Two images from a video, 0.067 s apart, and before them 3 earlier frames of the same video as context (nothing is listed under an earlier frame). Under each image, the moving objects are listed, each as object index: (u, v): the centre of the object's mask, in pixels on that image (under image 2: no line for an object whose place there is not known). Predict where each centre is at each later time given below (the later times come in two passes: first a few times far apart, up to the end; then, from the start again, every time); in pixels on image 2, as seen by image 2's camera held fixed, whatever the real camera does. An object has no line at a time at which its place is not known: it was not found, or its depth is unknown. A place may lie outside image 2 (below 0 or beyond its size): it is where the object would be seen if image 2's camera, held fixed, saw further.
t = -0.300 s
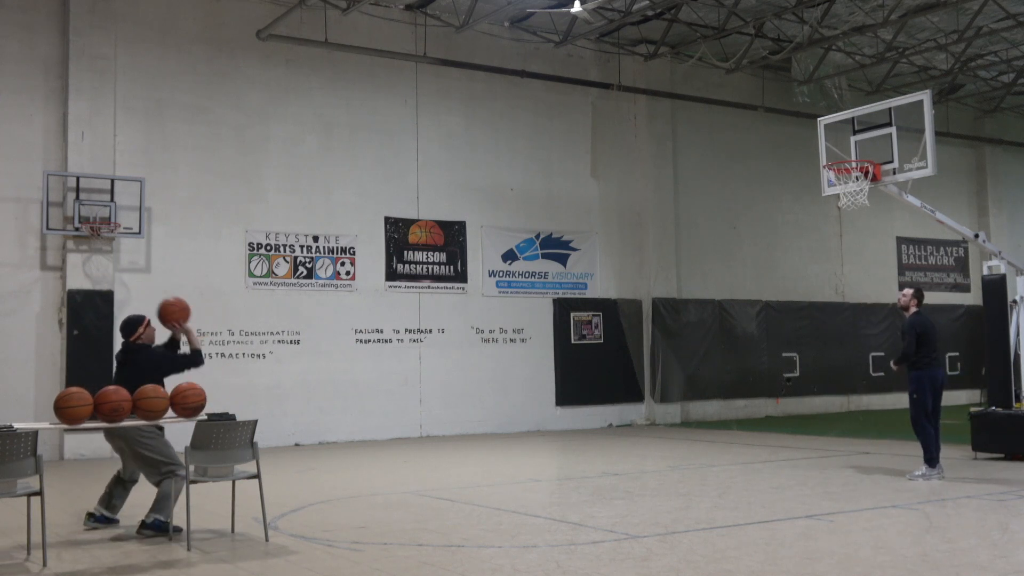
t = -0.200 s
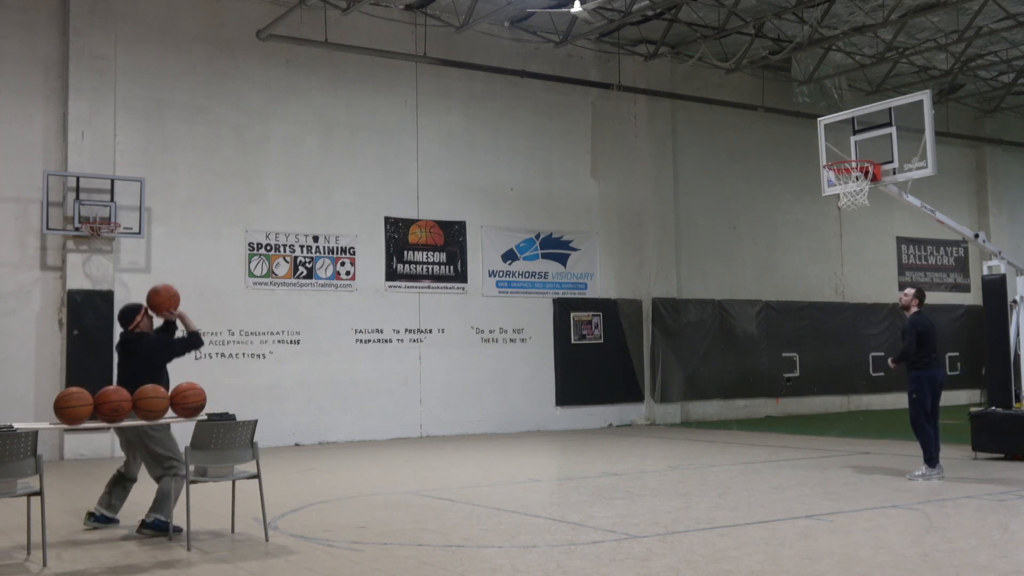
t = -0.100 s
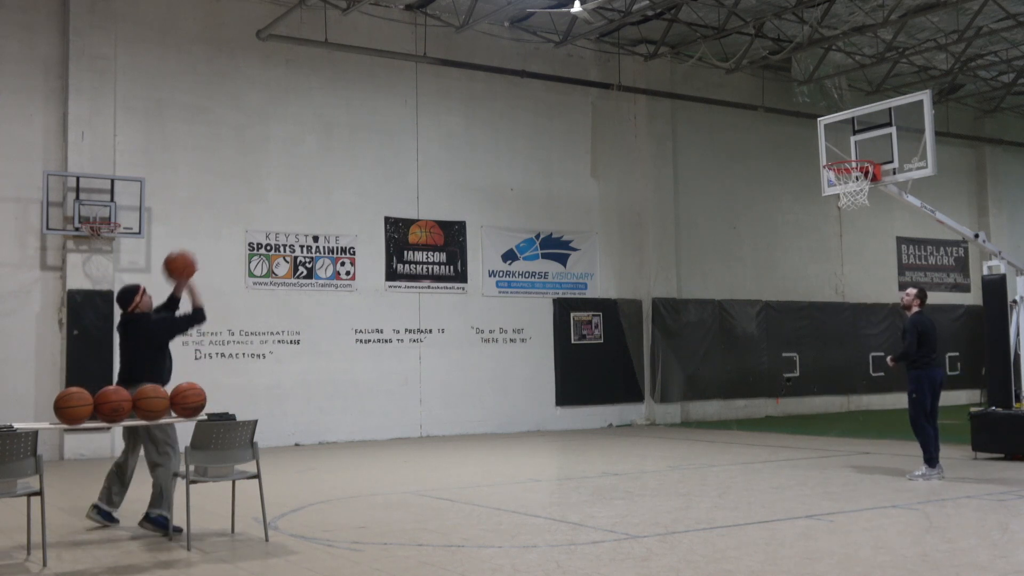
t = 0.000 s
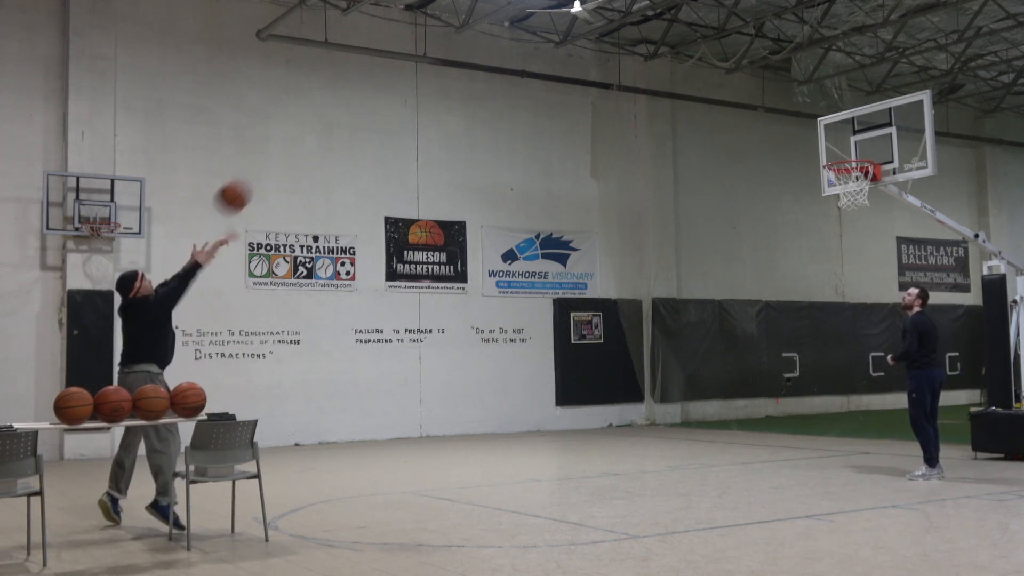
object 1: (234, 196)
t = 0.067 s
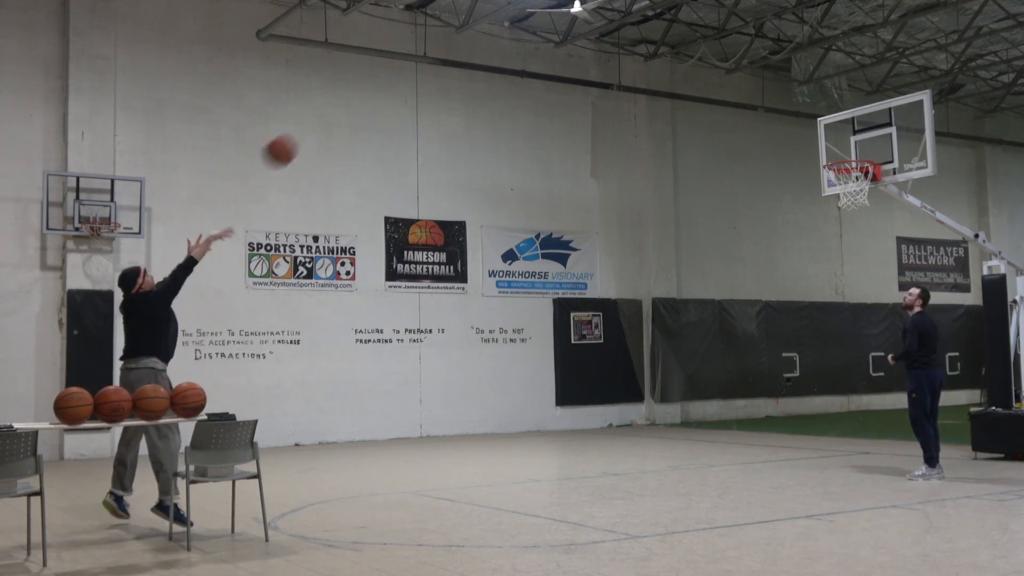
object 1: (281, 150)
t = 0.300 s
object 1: (431, 44)
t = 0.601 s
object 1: (598, 10)
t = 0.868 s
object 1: (729, 56)
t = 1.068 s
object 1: (818, 132)
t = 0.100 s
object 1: (304, 130)
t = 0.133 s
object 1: (326, 112)
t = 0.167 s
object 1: (347, 96)
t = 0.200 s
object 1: (369, 81)
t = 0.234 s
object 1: (390, 66)
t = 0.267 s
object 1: (410, 55)
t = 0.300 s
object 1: (431, 44)
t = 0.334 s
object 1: (451, 35)
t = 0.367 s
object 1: (470, 27)
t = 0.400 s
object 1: (489, 22)
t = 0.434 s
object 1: (509, 15)
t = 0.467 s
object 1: (526, 13)
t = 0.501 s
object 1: (544, 11)
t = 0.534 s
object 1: (561, 10)
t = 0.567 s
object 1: (580, 10)
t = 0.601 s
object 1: (598, 10)
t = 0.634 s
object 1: (615, 12)
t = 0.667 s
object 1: (632, 15)
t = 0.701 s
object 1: (649, 19)
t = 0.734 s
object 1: (665, 24)
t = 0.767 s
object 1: (681, 30)
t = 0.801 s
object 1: (696, 37)
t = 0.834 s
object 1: (712, 46)
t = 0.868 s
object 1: (729, 56)
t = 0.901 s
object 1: (744, 65)
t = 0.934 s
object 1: (759, 76)
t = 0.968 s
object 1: (774, 88)
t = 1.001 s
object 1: (788, 102)
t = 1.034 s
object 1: (803, 115)
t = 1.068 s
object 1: (818, 132)
